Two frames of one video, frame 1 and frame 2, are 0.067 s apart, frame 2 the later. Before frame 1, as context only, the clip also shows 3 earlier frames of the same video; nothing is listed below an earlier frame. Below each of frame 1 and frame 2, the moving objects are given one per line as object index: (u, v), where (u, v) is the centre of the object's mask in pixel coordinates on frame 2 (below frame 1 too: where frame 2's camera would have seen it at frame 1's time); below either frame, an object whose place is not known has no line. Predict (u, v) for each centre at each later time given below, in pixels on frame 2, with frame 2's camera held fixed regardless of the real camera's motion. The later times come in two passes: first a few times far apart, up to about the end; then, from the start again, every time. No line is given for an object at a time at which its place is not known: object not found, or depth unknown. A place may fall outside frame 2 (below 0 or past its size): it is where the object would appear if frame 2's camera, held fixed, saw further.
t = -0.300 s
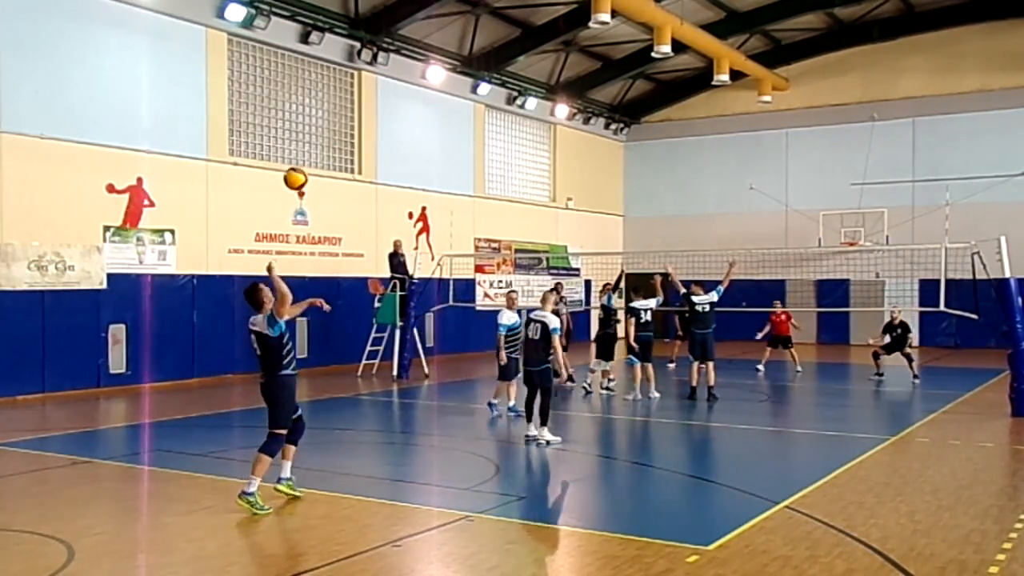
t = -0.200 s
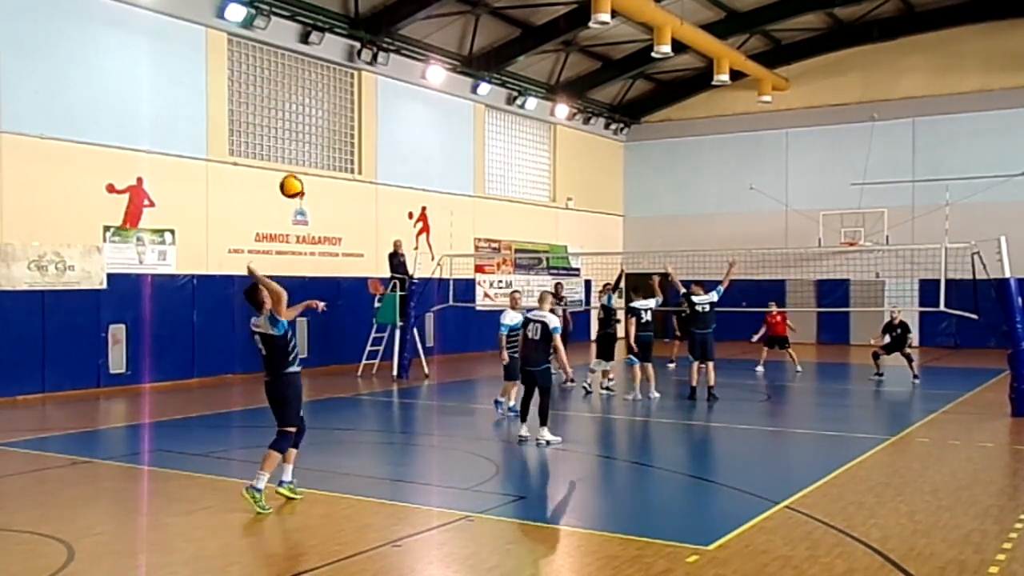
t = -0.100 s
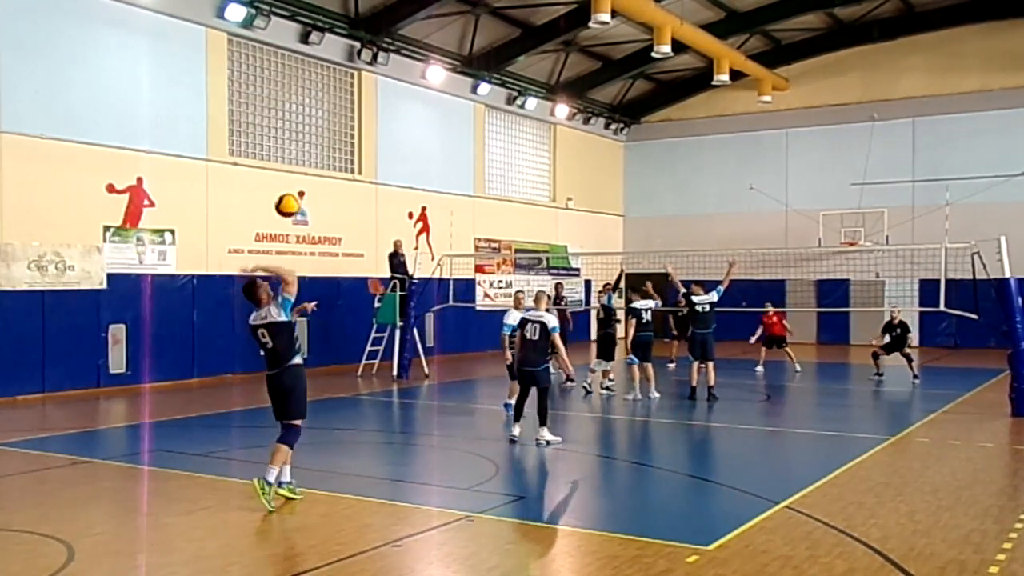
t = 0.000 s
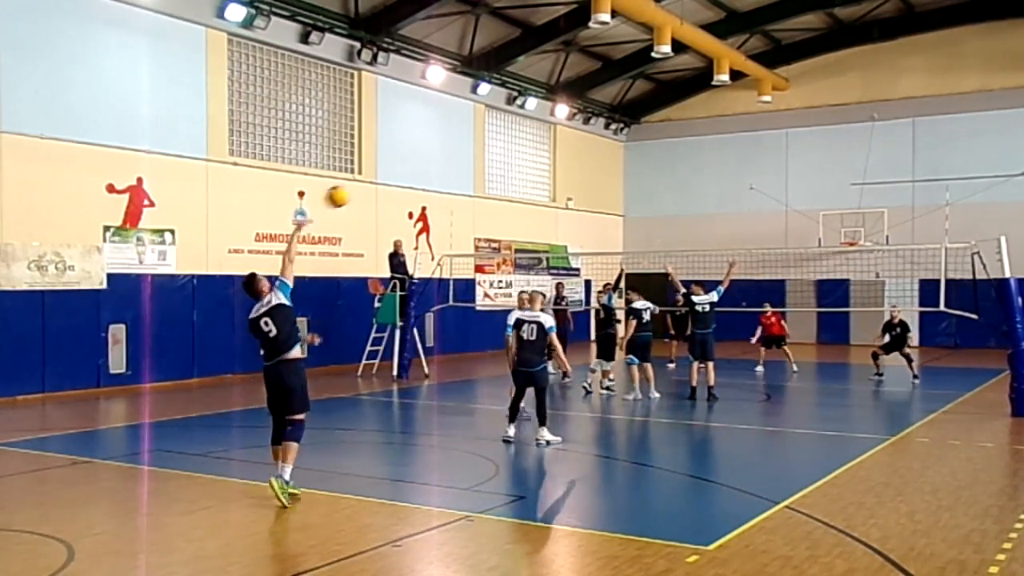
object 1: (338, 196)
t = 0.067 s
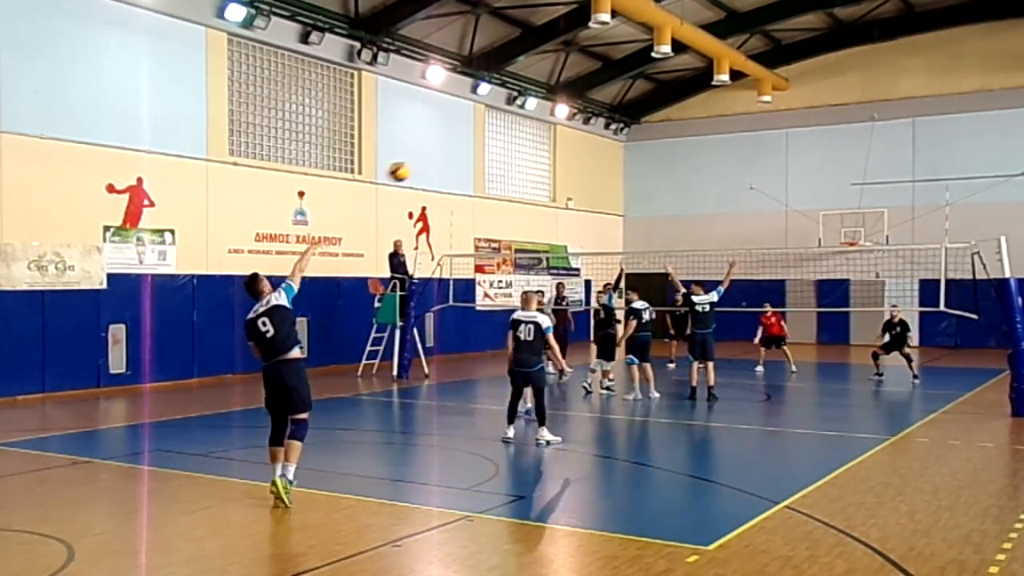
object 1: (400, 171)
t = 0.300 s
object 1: (546, 140)
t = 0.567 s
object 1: (646, 162)
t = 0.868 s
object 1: (712, 222)
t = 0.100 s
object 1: (427, 162)
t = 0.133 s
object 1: (452, 155)
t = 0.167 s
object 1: (473, 150)
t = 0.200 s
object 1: (493, 146)
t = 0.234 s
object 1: (513, 143)
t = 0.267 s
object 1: (531, 141)
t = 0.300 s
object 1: (546, 140)
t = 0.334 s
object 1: (562, 140)
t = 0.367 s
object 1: (576, 141)
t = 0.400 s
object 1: (589, 143)
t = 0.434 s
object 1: (602, 146)
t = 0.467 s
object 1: (614, 148)
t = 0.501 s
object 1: (625, 152)
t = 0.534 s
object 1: (636, 157)
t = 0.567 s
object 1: (646, 162)
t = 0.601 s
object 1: (655, 167)
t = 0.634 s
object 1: (663, 172)
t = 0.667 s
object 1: (671, 178)
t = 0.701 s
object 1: (678, 185)
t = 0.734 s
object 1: (685, 191)
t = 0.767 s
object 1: (693, 199)
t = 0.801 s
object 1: (699, 207)
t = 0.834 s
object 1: (706, 214)
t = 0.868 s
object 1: (712, 222)
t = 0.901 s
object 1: (718, 231)
